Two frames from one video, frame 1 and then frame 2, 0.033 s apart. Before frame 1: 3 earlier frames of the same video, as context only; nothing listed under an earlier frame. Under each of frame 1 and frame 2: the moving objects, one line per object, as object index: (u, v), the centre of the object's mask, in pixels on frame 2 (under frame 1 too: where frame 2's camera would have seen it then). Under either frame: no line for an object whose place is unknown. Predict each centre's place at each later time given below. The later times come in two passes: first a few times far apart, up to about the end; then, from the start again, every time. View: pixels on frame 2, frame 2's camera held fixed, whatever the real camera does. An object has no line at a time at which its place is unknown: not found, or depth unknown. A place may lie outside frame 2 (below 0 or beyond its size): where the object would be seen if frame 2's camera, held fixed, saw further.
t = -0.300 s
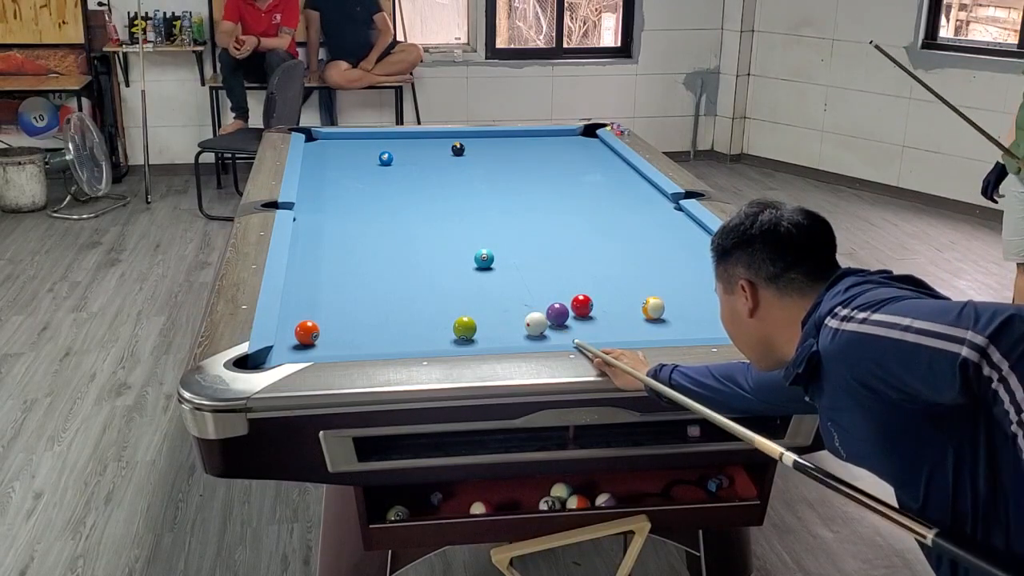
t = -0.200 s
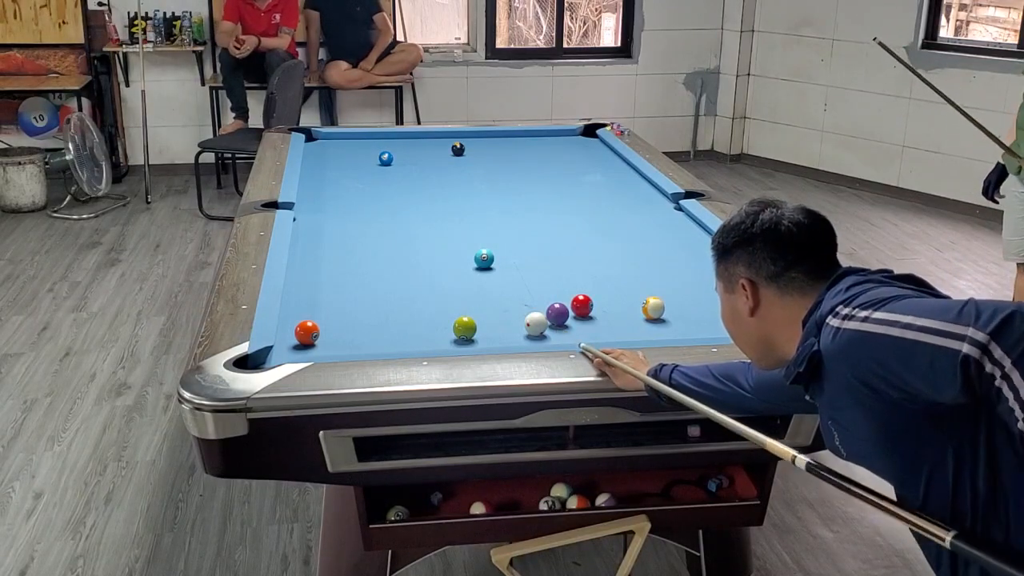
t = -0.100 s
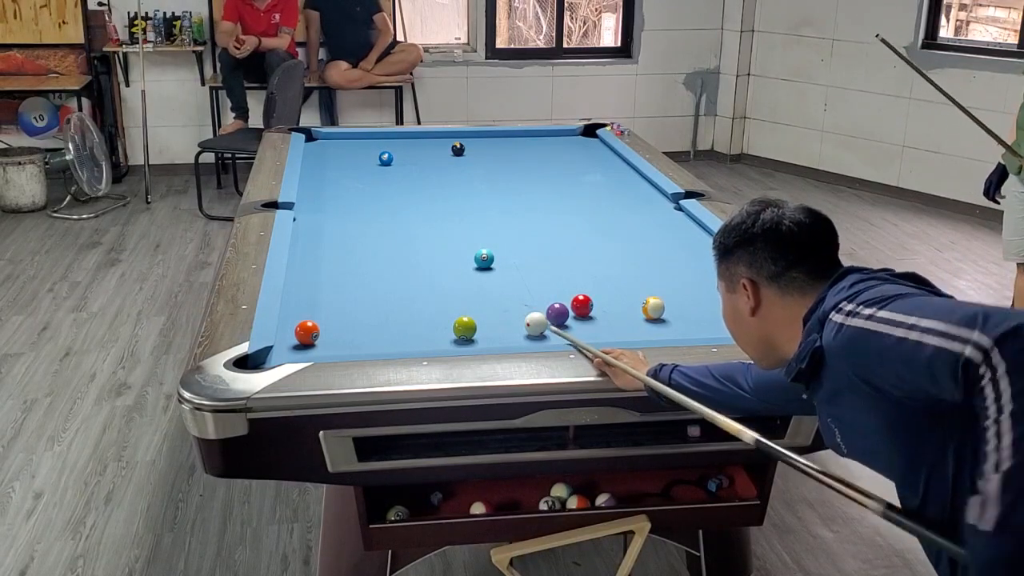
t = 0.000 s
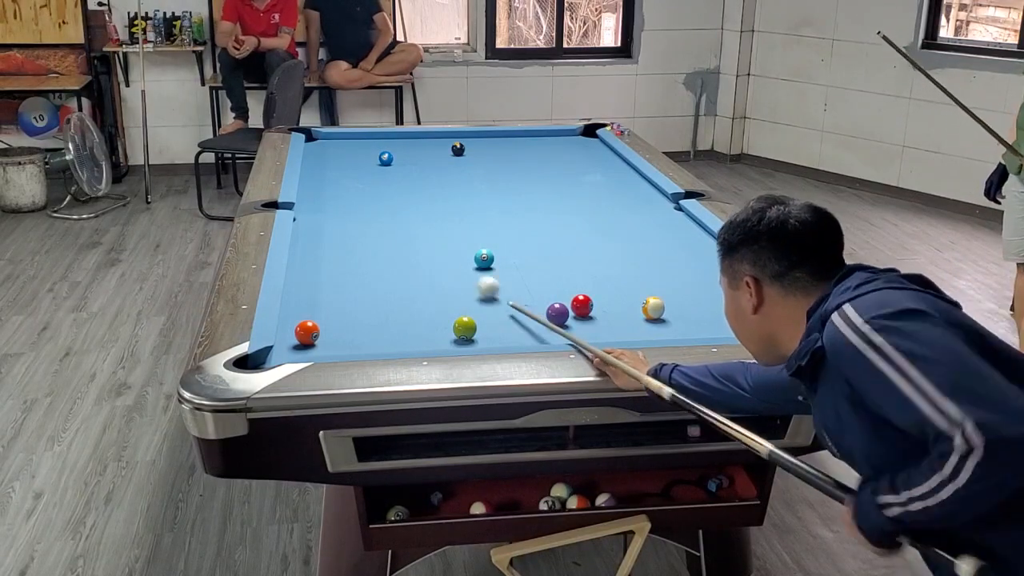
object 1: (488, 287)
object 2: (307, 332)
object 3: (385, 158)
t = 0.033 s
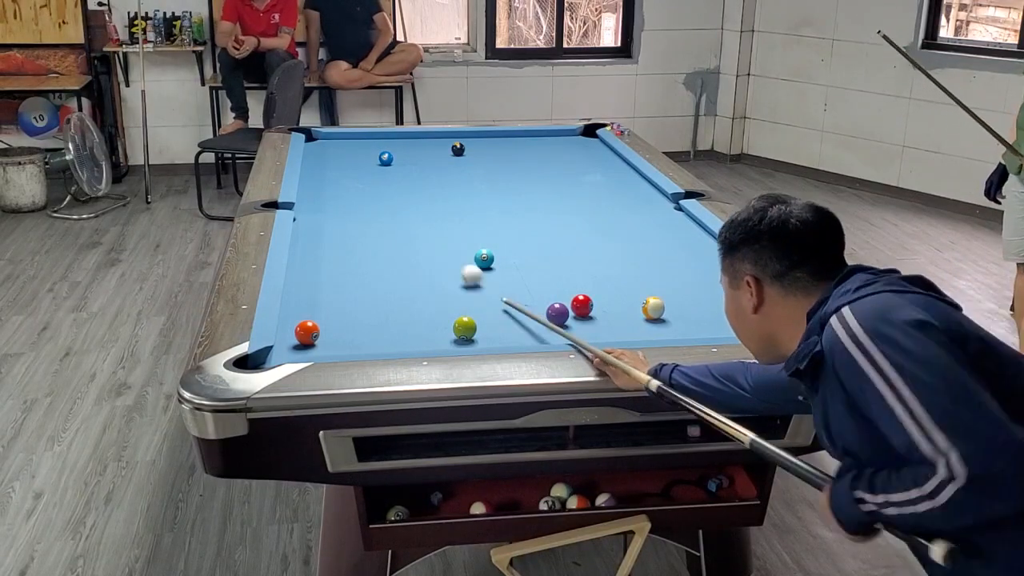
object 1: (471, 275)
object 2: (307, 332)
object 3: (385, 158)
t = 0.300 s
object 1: (371, 201)
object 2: (307, 332)
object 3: (385, 158)
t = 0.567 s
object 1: (312, 152)
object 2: (307, 332)
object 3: (385, 158)
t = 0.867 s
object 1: (353, 148)
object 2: (307, 332)
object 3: (385, 158)
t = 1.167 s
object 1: (363, 165)
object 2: (307, 332)
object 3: (414, 161)
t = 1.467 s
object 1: (352, 182)
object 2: (307, 332)
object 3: (457, 164)
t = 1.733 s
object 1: (340, 199)
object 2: (307, 332)
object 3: (494, 167)
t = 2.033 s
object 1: (324, 221)
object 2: (307, 332)
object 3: (535, 171)
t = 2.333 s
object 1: (307, 244)
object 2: (307, 332)
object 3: (576, 174)
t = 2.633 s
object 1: (302, 269)
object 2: (307, 332)
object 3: (615, 177)
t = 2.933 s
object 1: (310, 295)
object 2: (307, 332)
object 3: (634, 179)
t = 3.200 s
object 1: (320, 318)
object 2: (307, 332)
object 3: (620, 182)
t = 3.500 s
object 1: (347, 334)
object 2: (289, 347)
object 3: (604, 184)
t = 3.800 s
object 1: (379, 342)
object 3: (589, 187)
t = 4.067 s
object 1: (402, 344)
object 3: (577, 189)
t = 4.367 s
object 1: (417, 340)
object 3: (564, 190)
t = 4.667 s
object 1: (429, 336)
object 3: (553, 192)
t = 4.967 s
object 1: (439, 331)
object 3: (543, 193)
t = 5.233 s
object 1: (441, 328)
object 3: (535, 194)
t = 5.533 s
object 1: (440, 325)
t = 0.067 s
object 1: (456, 263)
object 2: (307, 332)
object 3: (385, 158)
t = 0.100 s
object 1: (442, 253)
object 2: (307, 332)
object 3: (385, 158)
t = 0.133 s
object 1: (428, 244)
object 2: (307, 332)
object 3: (385, 158)
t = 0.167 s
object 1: (416, 234)
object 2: (307, 332)
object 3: (385, 158)
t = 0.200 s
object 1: (404, 225)
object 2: (307, 332)
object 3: (385, 158)
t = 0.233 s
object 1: (393, 217)
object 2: (307, 332)
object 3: (385, 158)
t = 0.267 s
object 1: (381, 209)
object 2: (307, 332)
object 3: (385, 158)
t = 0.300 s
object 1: (371, 201)
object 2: (307, 332)
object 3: (385, 158)
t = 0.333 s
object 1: (362, 194)
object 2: (307, 332)
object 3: (385, 158)
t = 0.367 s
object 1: (353, 186)
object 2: (307, 332)
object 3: (385, 158)
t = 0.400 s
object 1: (343, 180)
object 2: (307, 332)
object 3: (385, 158)
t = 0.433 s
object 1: (335, 174)
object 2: (307, 332)
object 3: (385, 158)
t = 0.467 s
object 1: (327, 168)
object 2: (307, 332)
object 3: (385, 158)
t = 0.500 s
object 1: (319, 162)
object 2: (307, 332)
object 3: (385, 158)
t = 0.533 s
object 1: (312, 156)
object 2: (307, 332)
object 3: (385, 158)
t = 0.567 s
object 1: (312, 152)
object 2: (307, 332)
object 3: (385, 158)
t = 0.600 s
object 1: (317, 147)
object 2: (307, 332)
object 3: (385, 158)
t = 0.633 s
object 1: (323, 143)
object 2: (307, 332)
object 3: (385, 158)
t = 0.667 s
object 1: (327, 139)
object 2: (307, 332)
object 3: (385, 158)
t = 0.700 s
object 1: (331, 135)
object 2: (307, 332)
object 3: (385, 158)
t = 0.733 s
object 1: (335, 137)
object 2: (307, 332)
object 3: (385, 158)
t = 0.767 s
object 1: (340, 140)
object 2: (307, 332)
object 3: (385, 158)
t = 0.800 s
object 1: (344, 143)
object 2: (307, 332)
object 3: (385, 158)
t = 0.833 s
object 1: (349, 145)
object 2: (307, 332)
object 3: (385, 158)
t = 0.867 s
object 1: (353, 148)
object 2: (307, 332)
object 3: (385, 158)
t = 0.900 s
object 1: (357, 150)
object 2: (307, 332)
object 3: (385, 158)
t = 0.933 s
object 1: (362, 152)
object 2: (307, 332)
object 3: (386, 158)
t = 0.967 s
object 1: (367, 155)
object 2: (307, 332)
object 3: (386, 158)
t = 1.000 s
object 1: (371, 157)
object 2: (307, 332)
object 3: (386, 158)
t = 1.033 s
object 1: (370, 158)
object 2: (307, 332)
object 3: (391, 159)
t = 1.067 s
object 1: (368, 160)
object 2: (307, 332)
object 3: (398, 159)
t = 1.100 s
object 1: (366, 162)
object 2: (307, 332)
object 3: (404, 160)
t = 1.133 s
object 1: (365, 164)
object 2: (307, 332)
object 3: (409, 161)
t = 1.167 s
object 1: (363, 165)
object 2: (307, 332)
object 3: (414, 161)
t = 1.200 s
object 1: (362, 167)
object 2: (307, 332)
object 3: (419, 161)
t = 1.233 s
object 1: (361, 169)
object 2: (307, 332)
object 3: (424, 162)
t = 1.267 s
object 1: (360, 171)
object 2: (307, 332)
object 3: (429, 162)
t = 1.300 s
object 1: (359, 173)
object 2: (307, 332)
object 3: (433, 162)
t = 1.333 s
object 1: (357, 175)
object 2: (307, 332)
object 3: (438, 163)
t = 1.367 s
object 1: (356, 177)
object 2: (307, 332)
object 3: (443, 163)
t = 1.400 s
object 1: (354, 179)
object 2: (307, 332)
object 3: (448, 164)
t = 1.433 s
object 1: (353, 181)
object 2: (307, 332)
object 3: (452, 164)
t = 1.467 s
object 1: (352, 182)
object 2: (307, 332)
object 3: (457, 164)
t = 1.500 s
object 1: (350, 184)
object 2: (307, 332)
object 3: (462, 165)
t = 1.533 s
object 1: (349, 187)
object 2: (307, 332)
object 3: (466, 165)
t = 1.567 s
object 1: (347, 189)
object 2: (307, 332)
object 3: (471, 165)
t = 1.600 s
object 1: (346, 191)
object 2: (307, 332)
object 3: (476, 166)
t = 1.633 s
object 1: (344, 193)
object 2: (307, 332)
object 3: (480, 166)
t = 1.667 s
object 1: (343, 195)
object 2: (307, 332)
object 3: (485, 167)
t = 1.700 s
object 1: (341, 197)
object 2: (307, 332)
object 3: (490, 167)
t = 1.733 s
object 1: (340, 199)
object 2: (307, 332)
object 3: (494, 167)
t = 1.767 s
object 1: (338, 202)
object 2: (307, 332)
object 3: (499, 168)
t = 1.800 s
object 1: (337, 204)
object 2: (307, 332)
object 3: (503, 168)
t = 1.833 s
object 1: (335, 206)
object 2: (307, 332)
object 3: (508, 168)
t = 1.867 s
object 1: (333, 209)
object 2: (307, 332)
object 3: (513, 169)
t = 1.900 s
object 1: (332, 211)
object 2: (307, 332)
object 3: (517, 169)
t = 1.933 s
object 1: (330, 213)
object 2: (307, 332)
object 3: (522, 169)
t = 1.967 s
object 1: (328, 216)
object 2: (307, 332)
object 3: (526, 170)
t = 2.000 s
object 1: (326, 218)
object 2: (307, 332)
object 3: (531, 170)
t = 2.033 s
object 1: (324, 221)
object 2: (307, 332)
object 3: (535, 171)
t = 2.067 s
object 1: (323, 223)
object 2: (307, 332)
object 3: (540, 171)
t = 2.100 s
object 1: (321, 226)
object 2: (307, 332)
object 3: (544, 171)
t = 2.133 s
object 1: (319, 228)
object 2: (307, 332)
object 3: (549, 172)
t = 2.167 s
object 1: (317, 231)
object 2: (307, 332)
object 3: (553, 172)
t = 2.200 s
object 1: (315, 234)
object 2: (307, 332)
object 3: (558, 172)
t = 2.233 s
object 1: (313, 236)
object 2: (307, 332)
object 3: (562, 173)
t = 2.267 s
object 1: (311, 239)
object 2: (307, 332)
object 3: (567, 173)
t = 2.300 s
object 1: (309, 242)
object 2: (307, 332)
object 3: (571, 173)
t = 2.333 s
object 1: (307, 244)
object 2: (307, 332)
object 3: (576, 174)
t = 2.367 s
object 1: (305, 247)
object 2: (307, 332)
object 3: (580, 174)
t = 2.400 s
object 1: (303, 250)
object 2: (307, 332)
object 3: (584, 174)
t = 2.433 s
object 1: (301, 253)
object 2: (307, 332)
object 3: (589, 175)
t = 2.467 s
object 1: (298, 256)
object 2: (307, 332)
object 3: (593, 175)
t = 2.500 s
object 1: (298, 259)
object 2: (307, 332)
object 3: (597, 175)
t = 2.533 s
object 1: (299, 261)
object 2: (307, 332)
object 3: (602, 176)
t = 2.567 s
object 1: (300, 264)
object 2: (307, 332)
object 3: (606, 176)
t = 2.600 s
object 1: (301, 267)
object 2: (307, 332)
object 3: (611, 176)
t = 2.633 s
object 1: (302, 269)
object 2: (307, 332)
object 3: (615, 177)
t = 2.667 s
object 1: (303, 272)
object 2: (307, 332)
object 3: (619, 177)
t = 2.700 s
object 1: (304, 275)
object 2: (307, 332)
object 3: (624, 177)
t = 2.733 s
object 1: (305, 278)
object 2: (307, 332)
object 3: (628, 178)
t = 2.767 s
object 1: (305, 280)
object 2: (307, 332)
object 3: (632, 178)
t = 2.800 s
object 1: (307, 283)
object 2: (307, 332)
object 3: (636, 179)
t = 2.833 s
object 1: (307, 286)
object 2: (307, 332)
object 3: (640, 179)
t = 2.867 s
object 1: (308, 289)
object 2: (307, 332)
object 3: (638, 179)
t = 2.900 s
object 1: (309, 292)
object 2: (307, 332)
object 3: (636, 179)
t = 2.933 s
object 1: (310, 295)
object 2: (307, 332)
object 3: (634, 179)
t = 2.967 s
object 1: (311, 298)
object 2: (307, 332)
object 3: (633, 180)
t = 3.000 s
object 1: (312, 301)
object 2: (307, 332)
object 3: (631, 180)
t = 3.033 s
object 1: (313, 304)
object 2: (307, 332)
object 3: (629, 180)
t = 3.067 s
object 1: (314, 307)
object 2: (307, 332)
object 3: (627, 181)
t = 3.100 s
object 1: (315, 310)
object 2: (307, 332)
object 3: (625, 181)
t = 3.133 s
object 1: (317, 313)
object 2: (307, 332)
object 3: (623, 181)
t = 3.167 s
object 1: (318, 315)
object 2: (307, 332)
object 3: (621, 181)
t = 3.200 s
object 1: (320, 318)
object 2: (307, 332)
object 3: (620, 182)
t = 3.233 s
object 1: (321, 321)
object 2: (307, 332)
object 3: (618, 182)
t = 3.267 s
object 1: (323, 324)
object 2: (305, 334)
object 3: (616, 183)
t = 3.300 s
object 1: (326, 326)
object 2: (302, 336)
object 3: (614, 183)
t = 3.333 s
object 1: (330, 327)
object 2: (300, 338)
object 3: (612, 183)
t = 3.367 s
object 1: (333, 328)
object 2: (297, 340)
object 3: (611, 183)
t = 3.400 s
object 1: (337, 330)
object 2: (295, 342)
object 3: (609, 184)
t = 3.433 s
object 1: (340, 331)
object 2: (293, 344)
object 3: (607, 184)
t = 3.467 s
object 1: (344, 332)
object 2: (291, 345)
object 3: (605, 184)
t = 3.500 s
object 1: (347, 334)
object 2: (289, 347)
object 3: (604, 184)
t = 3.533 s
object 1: (351, 335)
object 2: (286, 349)
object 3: (602, 185)
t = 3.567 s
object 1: (354, 336)
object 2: (284, 350)
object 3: (600, 185)
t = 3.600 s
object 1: (358, 338)
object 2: (281, 352)
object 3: (599, 185)
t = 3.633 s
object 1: (361, 339)
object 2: (279, 353)
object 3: (597, 185)
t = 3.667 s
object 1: (365, 340)
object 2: (276, 355)
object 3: (595, 186)
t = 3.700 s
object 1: (369, 341)
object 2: (273, 357)
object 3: (594, 186)
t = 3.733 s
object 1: (372, 341)
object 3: (592, 186)
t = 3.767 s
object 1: (376, 342)
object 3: (590, 186)
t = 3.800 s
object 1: (379, 342)
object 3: (589, 187)
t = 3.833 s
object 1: (383, 343)
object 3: (587, 187)
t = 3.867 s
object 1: (386, 344)
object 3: (586, 187)
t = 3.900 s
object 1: (390, 344)
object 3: (584, 187)
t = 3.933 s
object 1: (393, 345)
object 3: (583, 188)
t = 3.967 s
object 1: (397, 345)
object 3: (581, 188)
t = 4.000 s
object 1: (399, 345)
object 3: (580, 188)
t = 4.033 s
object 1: (400, 345)
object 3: (578, 188)
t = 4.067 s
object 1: (402, 344)
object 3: (577, 189)
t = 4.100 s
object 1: (404, 344)
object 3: (575, 189)
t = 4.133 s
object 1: (406, 343)
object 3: (574, 189)
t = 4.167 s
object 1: (407, 343)
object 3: (572, 189)
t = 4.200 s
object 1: (409, 343)
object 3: (571, 189)
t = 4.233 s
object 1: (410, 342)
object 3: (570, 189)
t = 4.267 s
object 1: (412, 342)
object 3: (568, 190)
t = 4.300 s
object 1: (414, 341)
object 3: (567, 190)
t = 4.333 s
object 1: (415, 341)
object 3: (566, 190)
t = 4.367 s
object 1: (417, 340)
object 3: (564, 190)
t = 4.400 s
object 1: (418, 340)
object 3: (563, 191)
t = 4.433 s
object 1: (420, 340)
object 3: (562, 191)
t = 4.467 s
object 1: (421, 339)
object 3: (560, 191)
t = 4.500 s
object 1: (422, 339)
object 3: (559, 191)
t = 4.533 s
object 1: (424, 338)
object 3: (558, 191)
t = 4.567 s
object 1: (425, 338)
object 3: (557, 191)
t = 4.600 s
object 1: (427, 337)
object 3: (555, 192)
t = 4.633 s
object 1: (427, 337)
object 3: (554, 192)
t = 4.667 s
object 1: (429, 336)
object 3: (553, 192)
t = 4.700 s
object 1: (430, 336)
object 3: (552, 192)
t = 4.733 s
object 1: (432, 335)
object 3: (551, 192)
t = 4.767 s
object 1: (433, 334)
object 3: (550, 193)
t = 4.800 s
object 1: (434, 334)
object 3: (548, 193)
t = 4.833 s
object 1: (434, 333)
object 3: (547, 193)
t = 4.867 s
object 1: (436, 333)
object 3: (546, 193)
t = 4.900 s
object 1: (437, 332)
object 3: (545, 193)
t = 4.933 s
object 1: (438, 332)
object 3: (544, 193)
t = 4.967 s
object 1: (439, 331)
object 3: (543, 193)
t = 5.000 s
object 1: (440, 330)
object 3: (542, 194)
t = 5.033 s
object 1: (441, 330)
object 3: (541, 194)
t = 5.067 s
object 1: (441, 329)
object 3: (540, 194)
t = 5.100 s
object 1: (441, 329)
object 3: (539, 194)
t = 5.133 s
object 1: (441, 329)
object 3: (538, 194)
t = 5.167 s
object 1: (440, 328)
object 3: (537, 194)
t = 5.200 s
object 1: (441, 328)
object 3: (536, 194)
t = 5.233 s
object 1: (441, 328)
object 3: (535, 194)
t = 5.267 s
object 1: (440, 327)
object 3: (534, 195)
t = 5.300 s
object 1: (440, 327)
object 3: (534, 195)
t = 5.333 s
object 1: (440, 327)
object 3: (533, 195)
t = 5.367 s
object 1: (440, 327)
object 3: (532, 195)
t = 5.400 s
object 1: (440, 326)
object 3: (531, 195)
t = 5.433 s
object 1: (440, 326)
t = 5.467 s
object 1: (440, 326)
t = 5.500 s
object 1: (440, 325)
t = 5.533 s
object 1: (440, 325)
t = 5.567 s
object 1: (440, 325)
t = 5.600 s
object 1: (440, 324)
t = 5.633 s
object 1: (440, 324)
